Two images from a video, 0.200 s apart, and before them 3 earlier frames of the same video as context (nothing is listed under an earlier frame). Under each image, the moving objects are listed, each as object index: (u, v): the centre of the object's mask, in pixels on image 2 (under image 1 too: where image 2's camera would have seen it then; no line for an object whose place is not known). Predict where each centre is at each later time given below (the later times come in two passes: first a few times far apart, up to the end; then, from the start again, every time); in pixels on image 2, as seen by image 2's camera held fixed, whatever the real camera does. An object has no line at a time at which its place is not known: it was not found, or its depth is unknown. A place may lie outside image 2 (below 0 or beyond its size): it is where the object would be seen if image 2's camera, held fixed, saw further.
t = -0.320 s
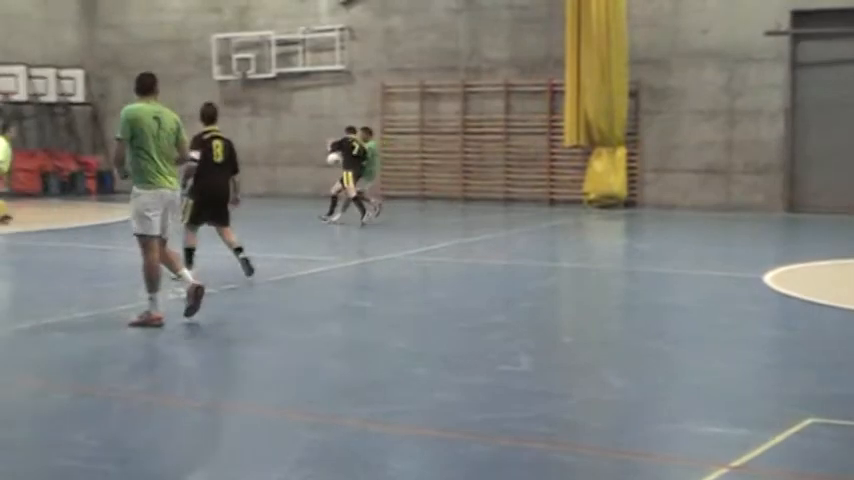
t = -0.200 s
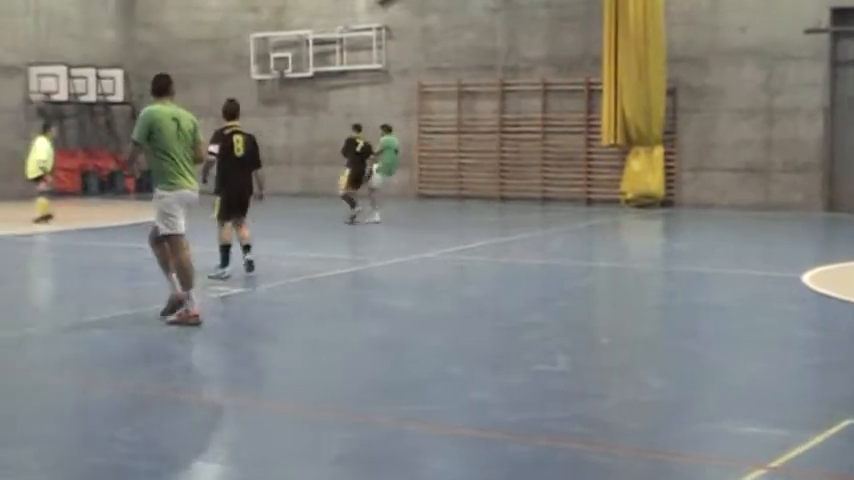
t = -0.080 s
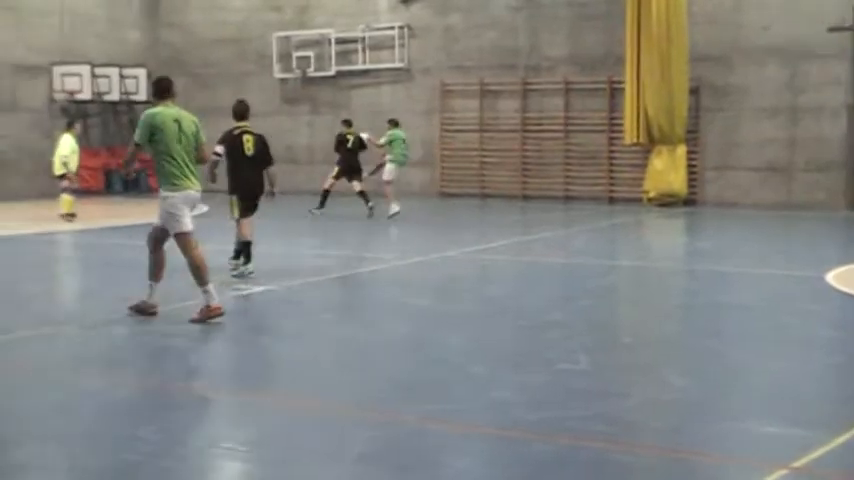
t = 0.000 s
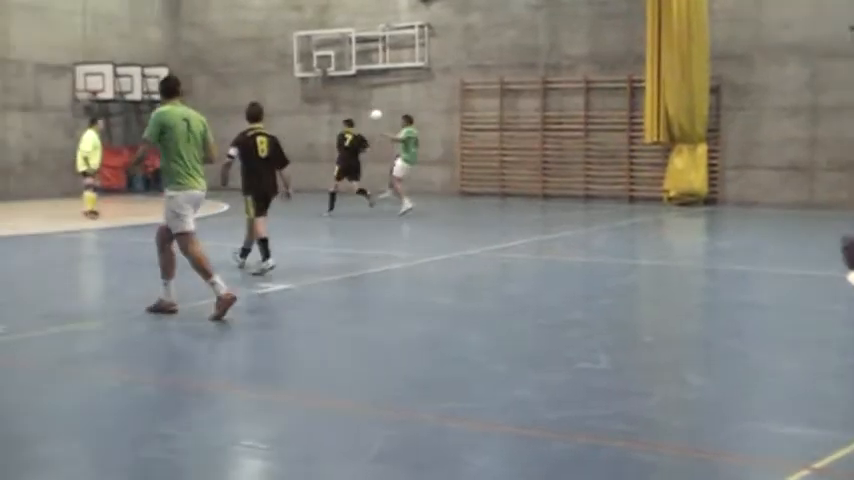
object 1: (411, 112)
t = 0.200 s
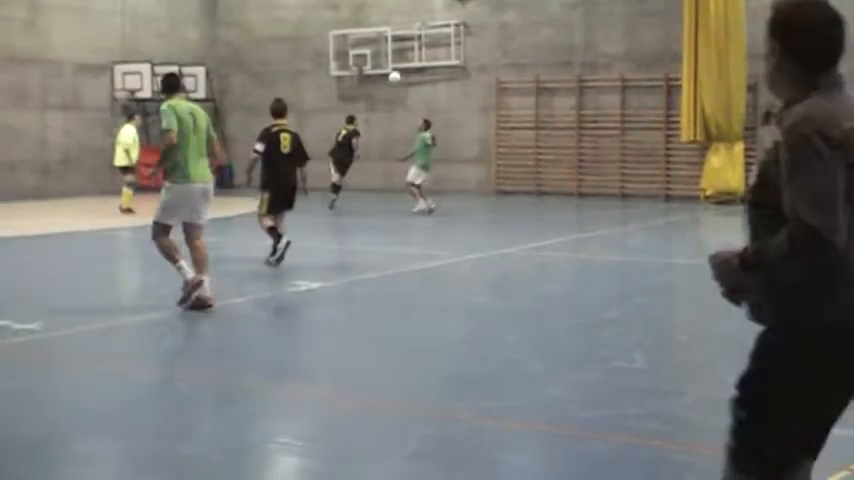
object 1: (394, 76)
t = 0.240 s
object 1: (391, 72)
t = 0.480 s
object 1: (369, 64)
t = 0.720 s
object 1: (351, 89)
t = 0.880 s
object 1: (337, 122)
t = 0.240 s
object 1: (391, 72)
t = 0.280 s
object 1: (386, 69)
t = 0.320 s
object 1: (384, 66)
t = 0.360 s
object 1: (379, 64)
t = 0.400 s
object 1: (376, 63)
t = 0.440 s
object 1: (373, 64)
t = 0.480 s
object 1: (369, 64)
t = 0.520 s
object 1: (367, 67)
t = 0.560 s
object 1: (364, 70)
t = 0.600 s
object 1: (361, 74)
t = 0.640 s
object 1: (358, 78)
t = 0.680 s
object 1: (355, 83)
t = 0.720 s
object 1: (351, 89)
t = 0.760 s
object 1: (348, 96)
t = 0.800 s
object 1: (344, 104)
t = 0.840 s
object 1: (341, 112)
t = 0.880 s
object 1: (337, 122)
